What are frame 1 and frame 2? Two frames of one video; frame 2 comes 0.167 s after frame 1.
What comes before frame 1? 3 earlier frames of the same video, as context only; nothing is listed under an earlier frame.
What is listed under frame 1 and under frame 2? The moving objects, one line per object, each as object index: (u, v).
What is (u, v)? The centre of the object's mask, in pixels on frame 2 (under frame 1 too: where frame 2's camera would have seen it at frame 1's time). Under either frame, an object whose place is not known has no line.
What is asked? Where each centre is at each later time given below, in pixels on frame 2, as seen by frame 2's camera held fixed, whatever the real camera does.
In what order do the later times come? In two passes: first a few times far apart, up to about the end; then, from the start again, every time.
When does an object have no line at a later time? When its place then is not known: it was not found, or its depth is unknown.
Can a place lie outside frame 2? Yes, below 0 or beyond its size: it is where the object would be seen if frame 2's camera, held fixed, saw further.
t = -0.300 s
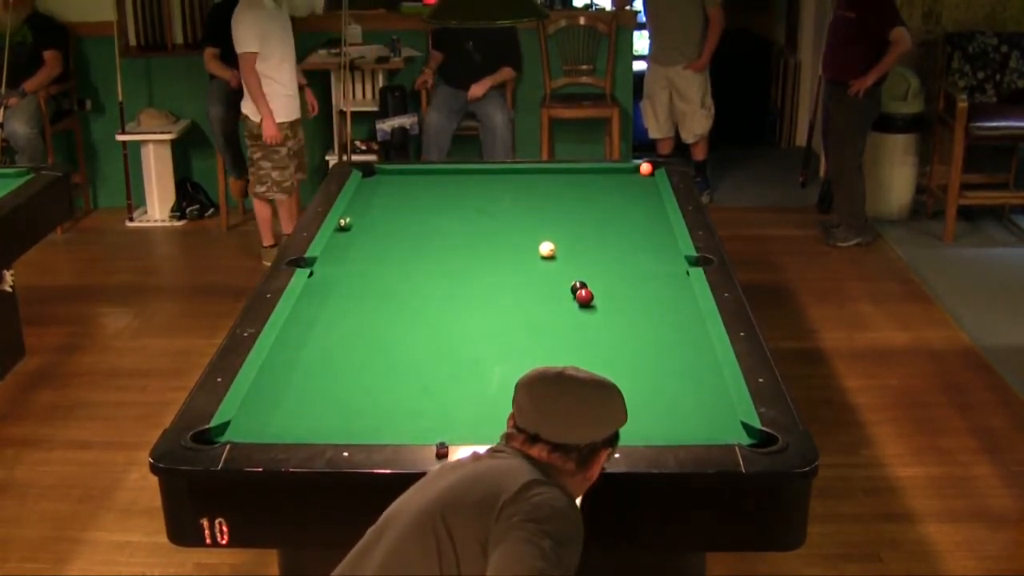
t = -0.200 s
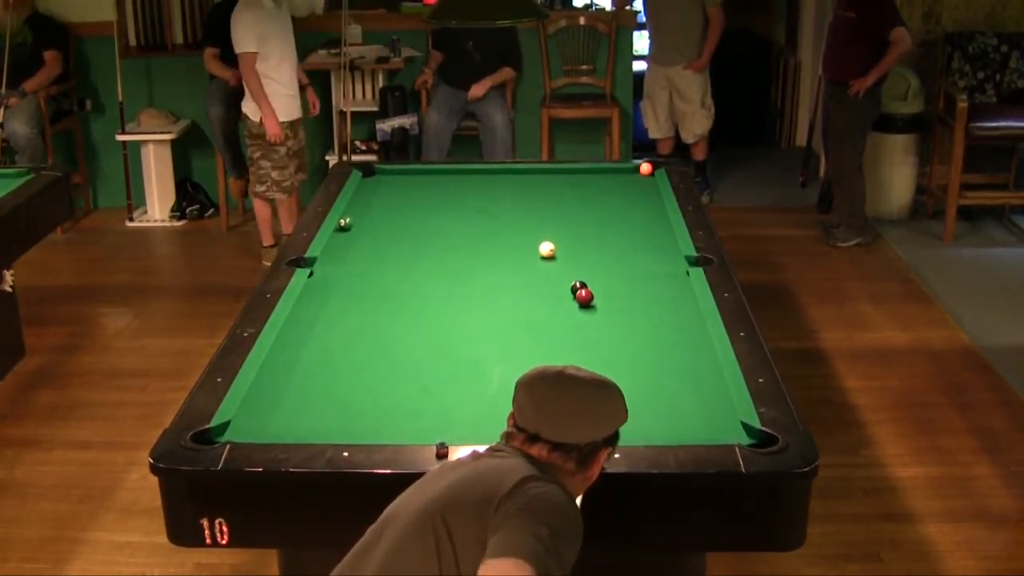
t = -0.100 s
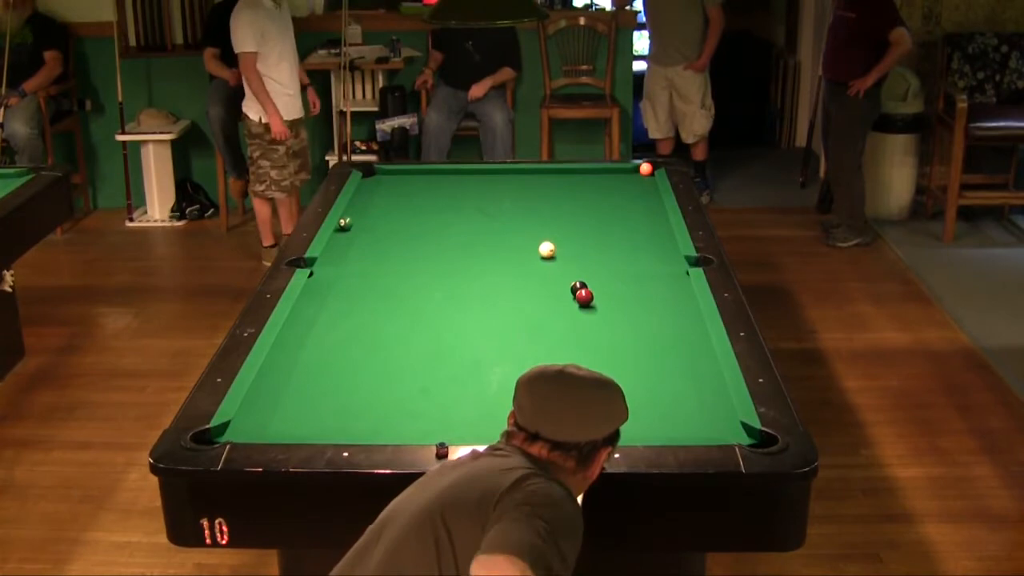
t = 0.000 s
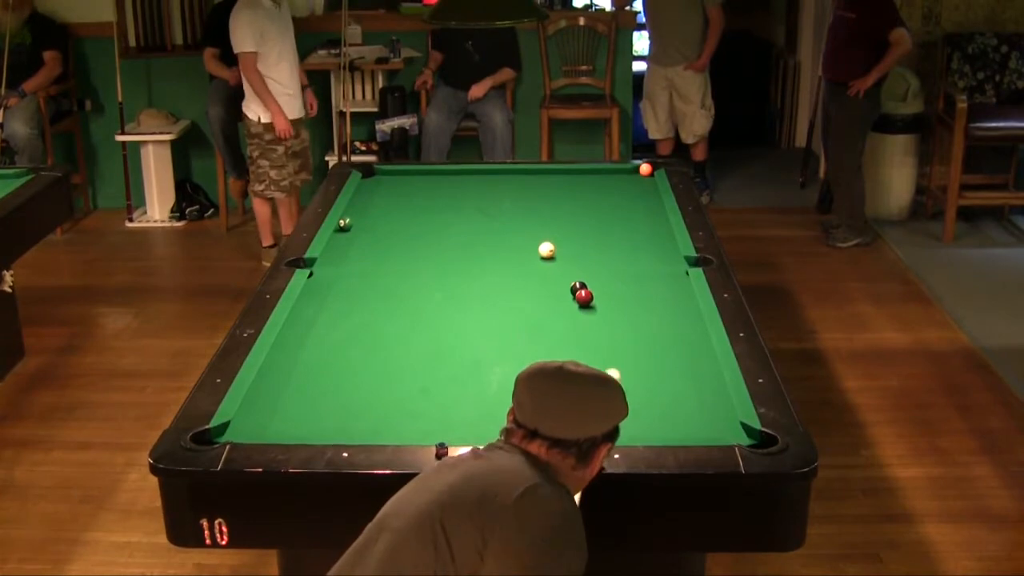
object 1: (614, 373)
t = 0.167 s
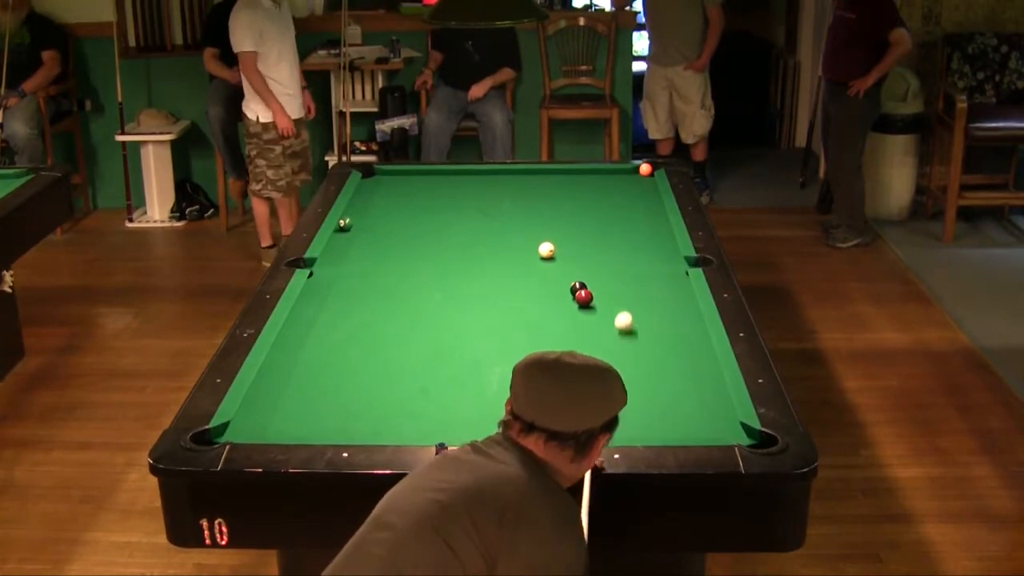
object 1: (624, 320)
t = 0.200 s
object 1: (626, 310)
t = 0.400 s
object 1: (636, 259)
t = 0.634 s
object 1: (646, 212)
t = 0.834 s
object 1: (647, 180)
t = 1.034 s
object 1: (614, 171)
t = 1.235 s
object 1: (577, 173)
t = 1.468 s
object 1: (537, 173)
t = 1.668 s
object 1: (503, 175)
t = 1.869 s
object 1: (469, 176)
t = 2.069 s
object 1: (437, 177)
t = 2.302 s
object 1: (399, 178)
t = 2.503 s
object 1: (368, 179)
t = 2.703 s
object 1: (379, 182)
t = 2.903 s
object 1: (392, 185)
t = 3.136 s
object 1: (406, 188)
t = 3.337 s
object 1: (418, 191)
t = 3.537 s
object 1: (430, 193)
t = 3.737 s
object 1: (442, 196)
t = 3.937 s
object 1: (452, 199)
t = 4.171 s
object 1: (465, 202)
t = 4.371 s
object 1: (475, 204)
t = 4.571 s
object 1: (485, 206)
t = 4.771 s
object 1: (494, 209)
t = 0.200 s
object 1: (626, 310)
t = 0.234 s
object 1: (628, 301)
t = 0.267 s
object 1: (630, 292)
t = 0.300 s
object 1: (632, 283)
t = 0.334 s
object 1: (633, 274)
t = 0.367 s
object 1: (635, 266)
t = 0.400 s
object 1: (636, 259)
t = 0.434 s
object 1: (638, 251)
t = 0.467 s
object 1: (640, 244)
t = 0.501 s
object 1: (641, 237)
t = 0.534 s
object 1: (642, 230)
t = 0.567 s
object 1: (644, 224)
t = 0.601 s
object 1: (645, 218)
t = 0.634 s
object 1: (646, 212)
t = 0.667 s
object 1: (647, 206)
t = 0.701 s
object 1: (648, 200)
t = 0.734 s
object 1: (649, 194)
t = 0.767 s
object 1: (650, 189)
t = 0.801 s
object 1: (650, 184)
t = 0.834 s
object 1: (647, 180)
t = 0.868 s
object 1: (644, 176)
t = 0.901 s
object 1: (639, 172)
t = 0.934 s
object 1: (633, 171)
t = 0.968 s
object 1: (627, 170)
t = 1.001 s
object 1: (620, 170)
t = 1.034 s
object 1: (614, 171)
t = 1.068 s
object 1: (607, 171)
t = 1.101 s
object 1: (601, 172)
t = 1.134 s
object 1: (595, 172)
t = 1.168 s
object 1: (589, 172)
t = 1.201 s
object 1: (583, 172)
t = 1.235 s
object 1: (577, 173)
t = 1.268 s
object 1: (572, 173)
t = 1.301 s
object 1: (566, 173)
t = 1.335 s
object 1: (560, 173)
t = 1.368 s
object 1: (554, 173)
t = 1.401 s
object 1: (548, 173)
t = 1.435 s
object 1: (543, 173)
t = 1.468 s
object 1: (537, 173)
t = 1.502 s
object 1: (531, 174)
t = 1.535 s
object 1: (526, 174)
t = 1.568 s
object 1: (520, 174)
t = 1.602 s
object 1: (514, 174)
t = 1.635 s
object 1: (508, 174)
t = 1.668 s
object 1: (503, 175)
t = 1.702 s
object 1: (497, 175)
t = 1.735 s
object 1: (492, 175)
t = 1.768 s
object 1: (486, 175)
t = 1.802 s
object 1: (480, 176)
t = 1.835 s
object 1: (475, 176)
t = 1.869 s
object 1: (469, 176)
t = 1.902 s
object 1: (464, 176)
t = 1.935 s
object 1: (459, 176)
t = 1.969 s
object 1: (453, 176)
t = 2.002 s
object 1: (448, 177)
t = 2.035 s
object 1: (442, 177)
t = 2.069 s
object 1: (437, 177)
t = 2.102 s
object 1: (431, 177)
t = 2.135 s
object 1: (426, 177)
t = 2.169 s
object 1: (421, 177)
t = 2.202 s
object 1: (415, 178)
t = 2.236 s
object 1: (410, 178)
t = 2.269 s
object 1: (404, 178)
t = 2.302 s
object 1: (399, 178)
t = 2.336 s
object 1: (394, 178)
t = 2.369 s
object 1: (389, 178)
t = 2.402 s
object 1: (384, 178)
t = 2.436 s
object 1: (378, 179)
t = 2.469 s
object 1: (373, 179)
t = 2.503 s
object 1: (368, 179)
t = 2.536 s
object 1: (367, 179)
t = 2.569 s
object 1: (370, 180)
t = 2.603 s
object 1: (373, 180)
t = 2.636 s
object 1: (375, 181)
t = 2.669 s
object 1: (377, 181)
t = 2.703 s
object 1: (379, 182)
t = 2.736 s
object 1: (381, 182)
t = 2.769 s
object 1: (384, 183)
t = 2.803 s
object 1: (386, 184)
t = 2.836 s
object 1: (388, 184)
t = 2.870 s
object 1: (390, 185)
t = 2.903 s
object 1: (392, 185)
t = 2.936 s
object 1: (394, 185)
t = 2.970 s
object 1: (396, 186)
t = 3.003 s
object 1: (398, 186)
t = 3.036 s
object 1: (400, 187)
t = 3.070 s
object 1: (403, 187)
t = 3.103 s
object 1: (404, 188)
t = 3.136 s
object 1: (406, 188)
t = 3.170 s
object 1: (408, 189)
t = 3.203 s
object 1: (410, 189)
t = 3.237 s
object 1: (413, 190)
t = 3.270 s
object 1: (414, 190)
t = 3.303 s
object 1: (416, 191)
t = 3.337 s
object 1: (418, 191)
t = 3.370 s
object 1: (420, 192)
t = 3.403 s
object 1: (422, 192)
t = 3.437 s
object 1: (424, 193)
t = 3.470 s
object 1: (426, 193)
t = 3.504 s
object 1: (428, 193)
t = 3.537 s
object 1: (430, 193)
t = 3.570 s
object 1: (432, 194)
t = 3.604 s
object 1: (434, 195)
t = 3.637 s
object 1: (436, 195)
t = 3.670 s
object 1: (438, 195)
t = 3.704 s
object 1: (439, 196)
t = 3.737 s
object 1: (442, 196)
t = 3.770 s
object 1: (443, 197)
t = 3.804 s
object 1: (445, 198)
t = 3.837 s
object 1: (447, 198)
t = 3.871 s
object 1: (449, 199)
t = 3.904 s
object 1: (451, 199)
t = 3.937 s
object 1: (452, 199)
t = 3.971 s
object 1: (454, 200)
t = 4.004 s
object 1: (456, 200)
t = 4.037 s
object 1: (458, 200)
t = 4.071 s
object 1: (459, 201)
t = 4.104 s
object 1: (461, 201)
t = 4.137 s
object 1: (463, 202)
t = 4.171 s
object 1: (465, 202)
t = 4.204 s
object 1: (467, 203)
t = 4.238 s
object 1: (468, 203)
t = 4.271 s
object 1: (470, 203)
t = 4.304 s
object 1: (472, 203)
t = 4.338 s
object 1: (473, 204)
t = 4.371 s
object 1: (475, 204)
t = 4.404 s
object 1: (477, 205)
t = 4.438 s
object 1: (478, 205)
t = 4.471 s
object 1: (480, 205)
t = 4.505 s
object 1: (482, 206)
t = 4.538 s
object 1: (483, 206)
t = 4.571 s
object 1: (485, 206)
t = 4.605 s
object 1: (486, 207)
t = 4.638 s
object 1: (487, 207)
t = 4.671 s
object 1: (489, 207)
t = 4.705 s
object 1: (491, 208)
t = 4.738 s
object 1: (492, 208)
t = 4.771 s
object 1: (494, 209)
